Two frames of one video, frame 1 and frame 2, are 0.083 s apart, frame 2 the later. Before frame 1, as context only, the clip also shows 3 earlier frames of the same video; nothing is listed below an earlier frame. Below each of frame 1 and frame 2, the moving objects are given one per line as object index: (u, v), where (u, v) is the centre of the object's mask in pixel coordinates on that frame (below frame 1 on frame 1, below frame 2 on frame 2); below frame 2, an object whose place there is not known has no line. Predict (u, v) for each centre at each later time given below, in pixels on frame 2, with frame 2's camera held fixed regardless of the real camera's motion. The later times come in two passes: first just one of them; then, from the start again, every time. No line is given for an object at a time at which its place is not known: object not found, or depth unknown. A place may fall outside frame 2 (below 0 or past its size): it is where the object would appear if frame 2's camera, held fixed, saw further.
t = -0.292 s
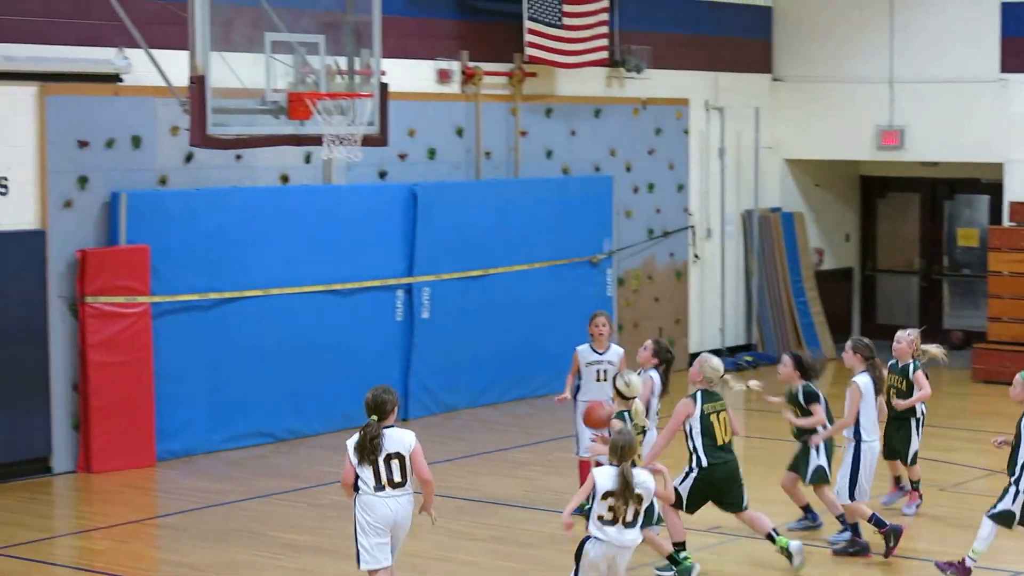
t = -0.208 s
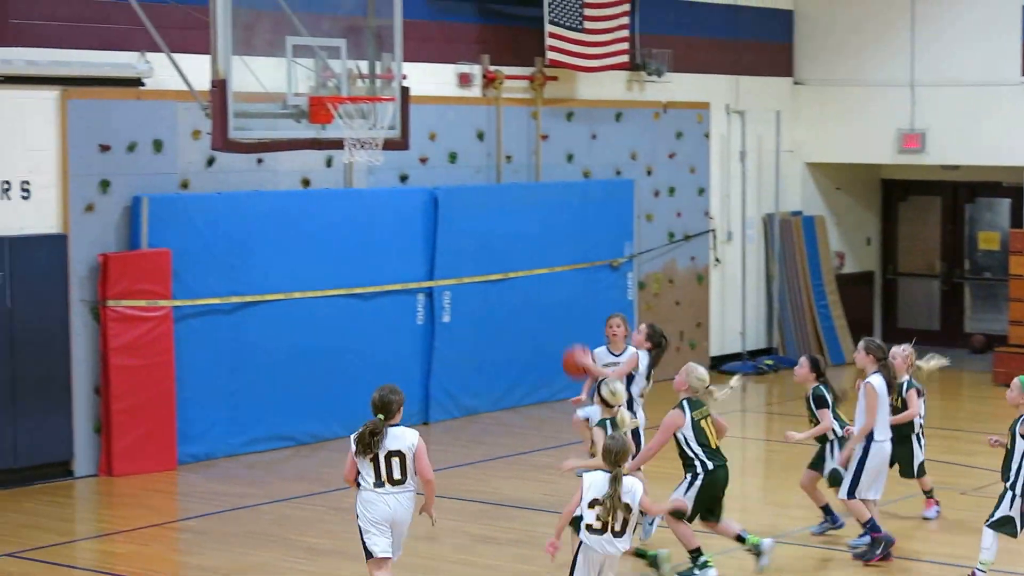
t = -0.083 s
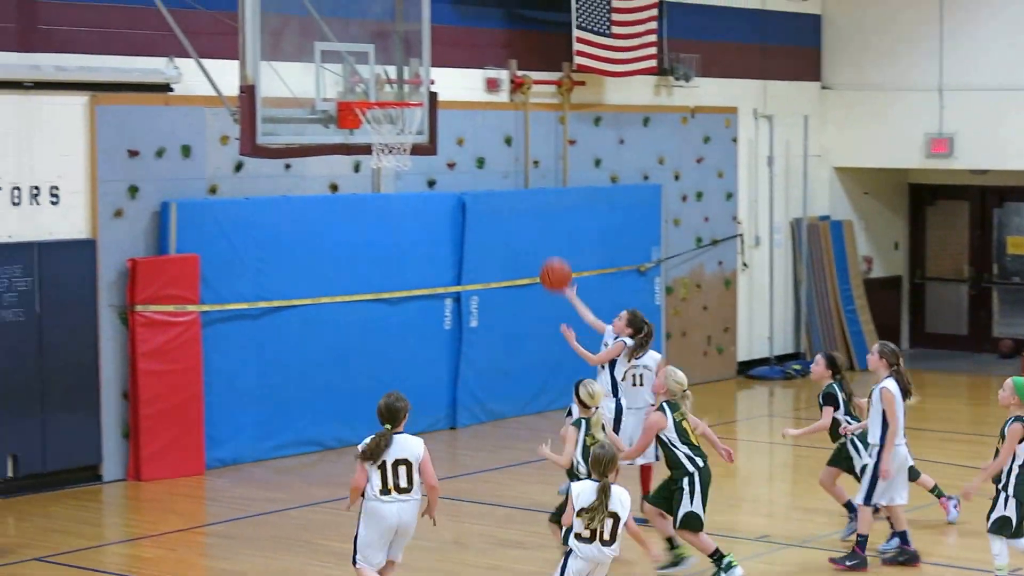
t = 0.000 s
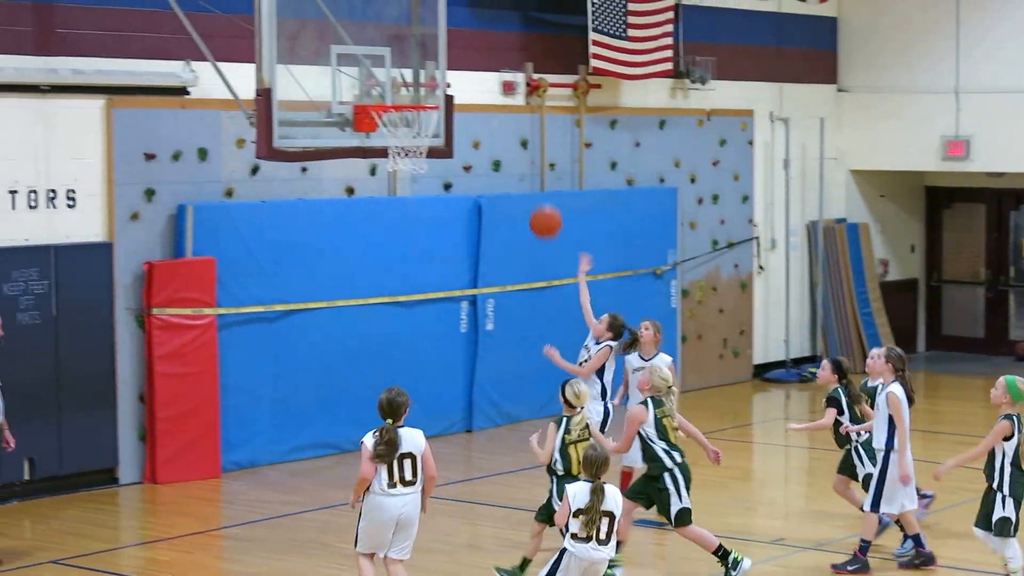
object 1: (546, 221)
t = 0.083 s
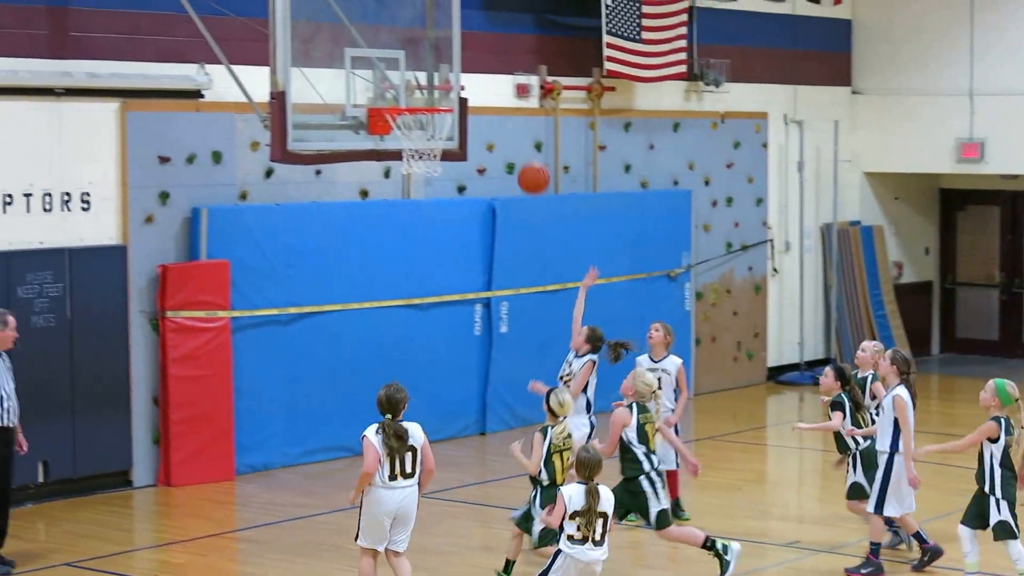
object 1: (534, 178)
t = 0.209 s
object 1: (496, 127)
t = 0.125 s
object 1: (521, 159)
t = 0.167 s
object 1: (509, 141)
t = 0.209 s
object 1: (496, 127)
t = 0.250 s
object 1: (483, 114)
